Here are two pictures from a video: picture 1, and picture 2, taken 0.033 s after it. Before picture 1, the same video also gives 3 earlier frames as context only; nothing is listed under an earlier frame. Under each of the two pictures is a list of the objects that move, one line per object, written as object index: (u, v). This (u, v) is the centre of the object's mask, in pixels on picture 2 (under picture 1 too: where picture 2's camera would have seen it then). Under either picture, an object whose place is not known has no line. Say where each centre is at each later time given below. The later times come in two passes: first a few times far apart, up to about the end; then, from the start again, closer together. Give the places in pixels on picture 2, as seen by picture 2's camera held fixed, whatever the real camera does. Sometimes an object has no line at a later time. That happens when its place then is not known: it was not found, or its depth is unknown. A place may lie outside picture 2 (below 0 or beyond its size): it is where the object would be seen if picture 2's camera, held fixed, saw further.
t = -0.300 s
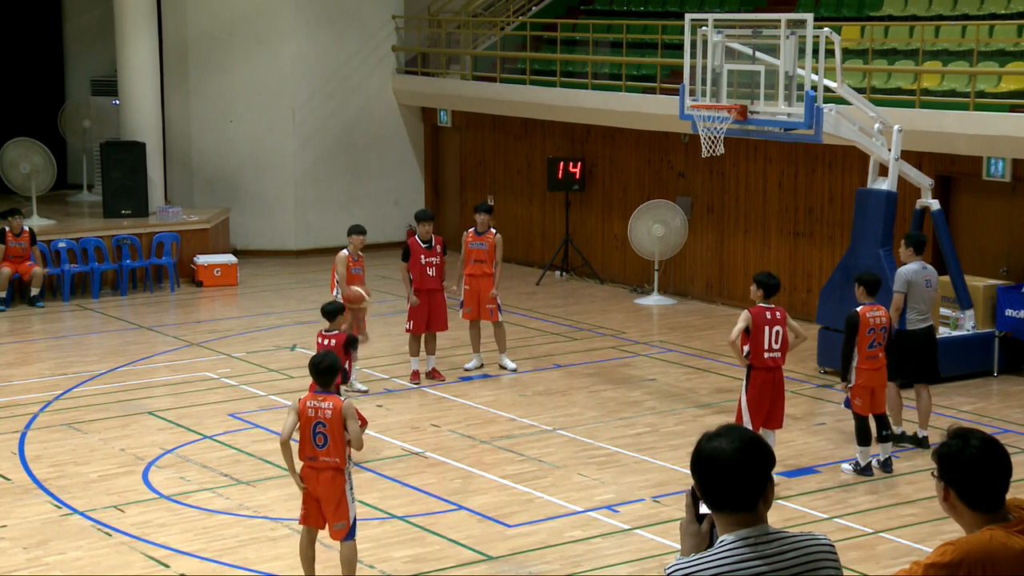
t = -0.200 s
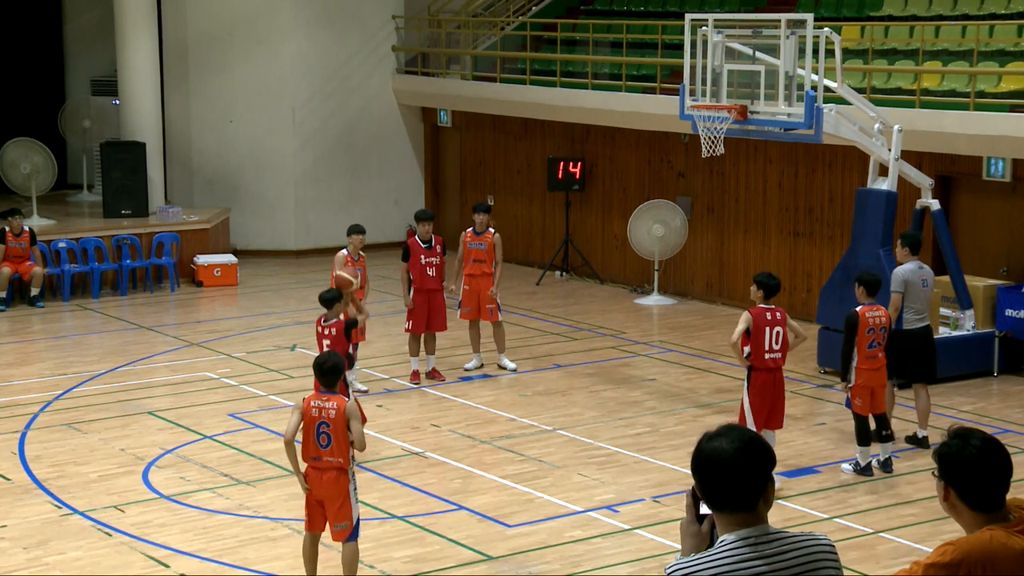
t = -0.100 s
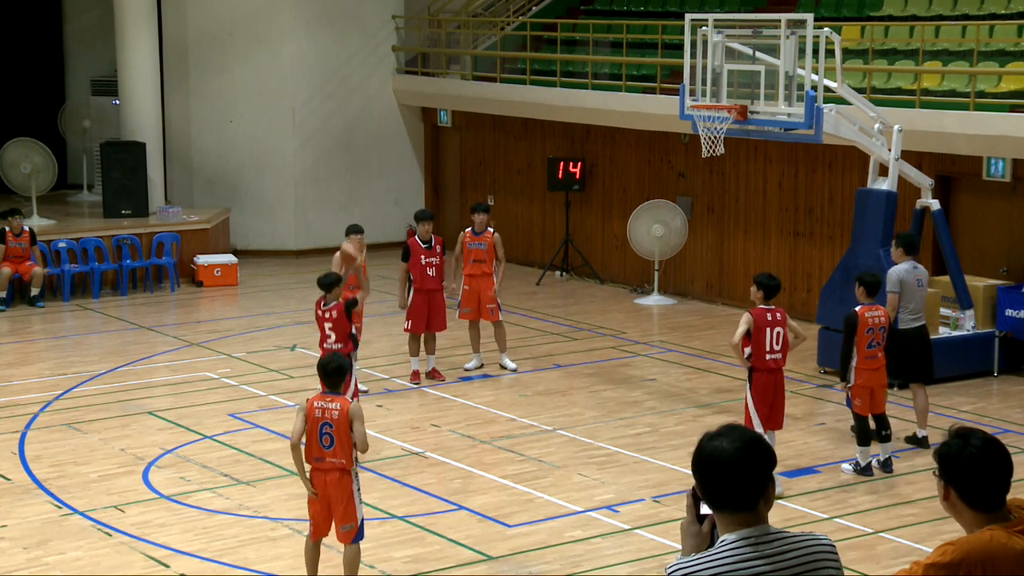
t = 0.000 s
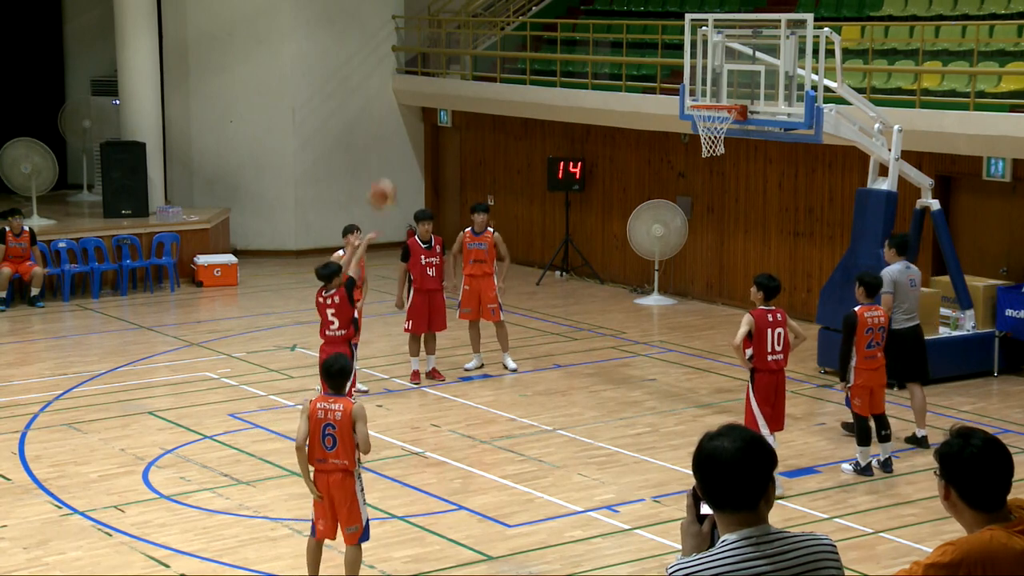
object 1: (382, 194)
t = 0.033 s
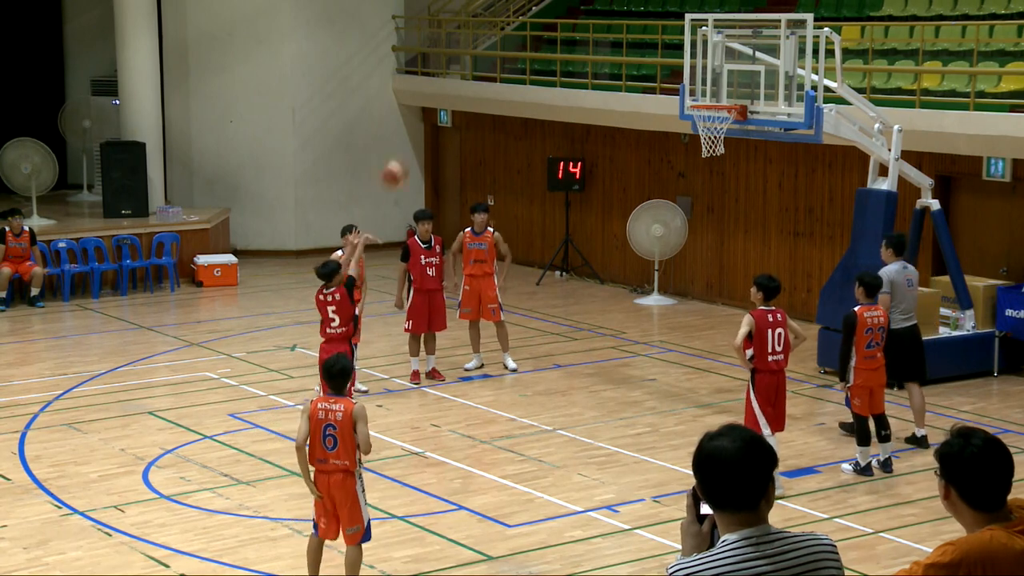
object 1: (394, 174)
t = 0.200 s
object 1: (453, 97)
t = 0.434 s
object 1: (536, 39)
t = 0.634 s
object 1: (601, 37)
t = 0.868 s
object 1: (672, 83)
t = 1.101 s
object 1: (630, 82)
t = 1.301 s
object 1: (566, 100)
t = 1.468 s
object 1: (514, 147)
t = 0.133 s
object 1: (431, 123)
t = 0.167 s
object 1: (441, 110)
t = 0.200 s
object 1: (453, 97)
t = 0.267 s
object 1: (478, 73)
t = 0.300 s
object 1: (489, 65)
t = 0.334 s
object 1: (500, 56)
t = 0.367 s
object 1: (512, 49)
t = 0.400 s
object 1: (524, 42)
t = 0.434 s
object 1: (536, 39)
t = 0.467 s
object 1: (546, 35)
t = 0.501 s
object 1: (557, 33)
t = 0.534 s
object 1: (568, 32)
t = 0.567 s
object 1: (579, 33)
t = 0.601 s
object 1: (590, 34)
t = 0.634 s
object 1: (601, 37)
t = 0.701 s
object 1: (622, 44)
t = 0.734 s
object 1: (633, 50)
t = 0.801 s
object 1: (653, 64)
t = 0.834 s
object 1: (662, 74)
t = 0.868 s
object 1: (672, 83)
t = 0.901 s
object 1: (683, 94)
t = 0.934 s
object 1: (681, 97)
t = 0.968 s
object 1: (670, 91)
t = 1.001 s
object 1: (662, 88)
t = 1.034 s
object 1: (651, 85)
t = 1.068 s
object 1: (640, 82)
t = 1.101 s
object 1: (630, 82)
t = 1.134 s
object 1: (619, 82)
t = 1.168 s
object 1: (608, 83)
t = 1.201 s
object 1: (599, 86)
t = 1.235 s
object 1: (588, 90)
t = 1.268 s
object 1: (577, 95)
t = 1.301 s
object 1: (566, 100)
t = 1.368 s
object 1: (545, 116)
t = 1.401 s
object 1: (534, 126)
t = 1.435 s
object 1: (524, 135)
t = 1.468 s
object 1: (514, 147)
